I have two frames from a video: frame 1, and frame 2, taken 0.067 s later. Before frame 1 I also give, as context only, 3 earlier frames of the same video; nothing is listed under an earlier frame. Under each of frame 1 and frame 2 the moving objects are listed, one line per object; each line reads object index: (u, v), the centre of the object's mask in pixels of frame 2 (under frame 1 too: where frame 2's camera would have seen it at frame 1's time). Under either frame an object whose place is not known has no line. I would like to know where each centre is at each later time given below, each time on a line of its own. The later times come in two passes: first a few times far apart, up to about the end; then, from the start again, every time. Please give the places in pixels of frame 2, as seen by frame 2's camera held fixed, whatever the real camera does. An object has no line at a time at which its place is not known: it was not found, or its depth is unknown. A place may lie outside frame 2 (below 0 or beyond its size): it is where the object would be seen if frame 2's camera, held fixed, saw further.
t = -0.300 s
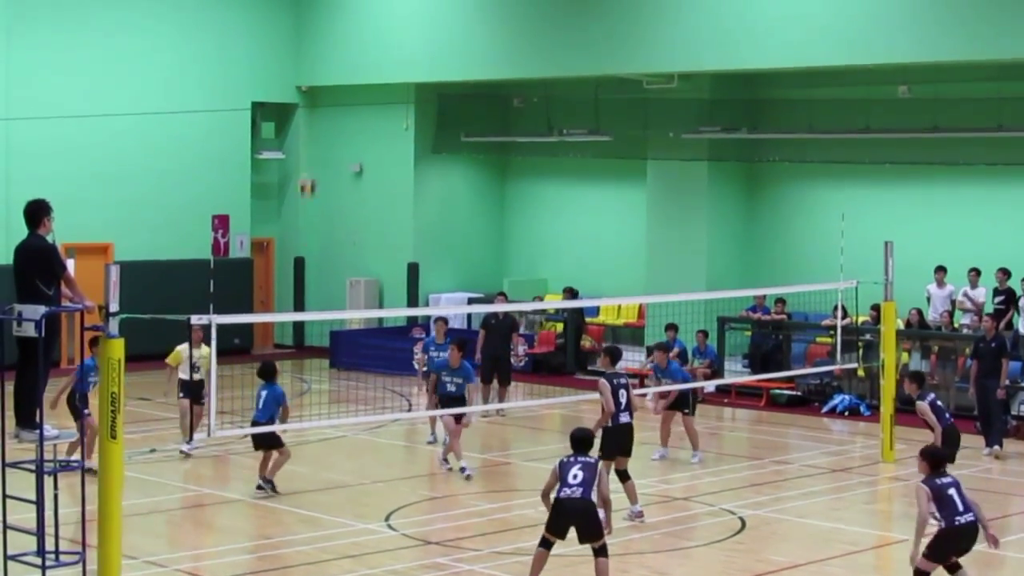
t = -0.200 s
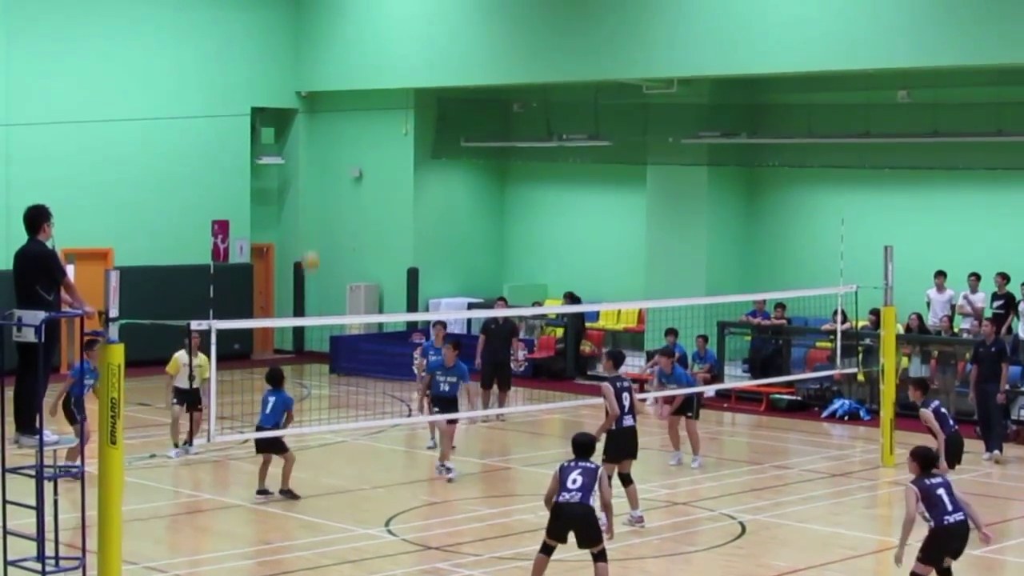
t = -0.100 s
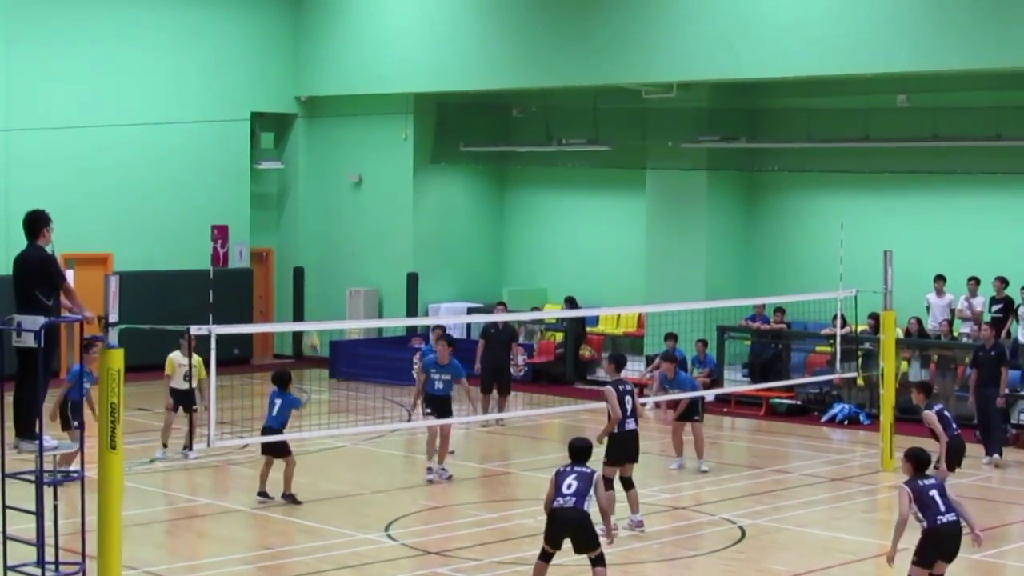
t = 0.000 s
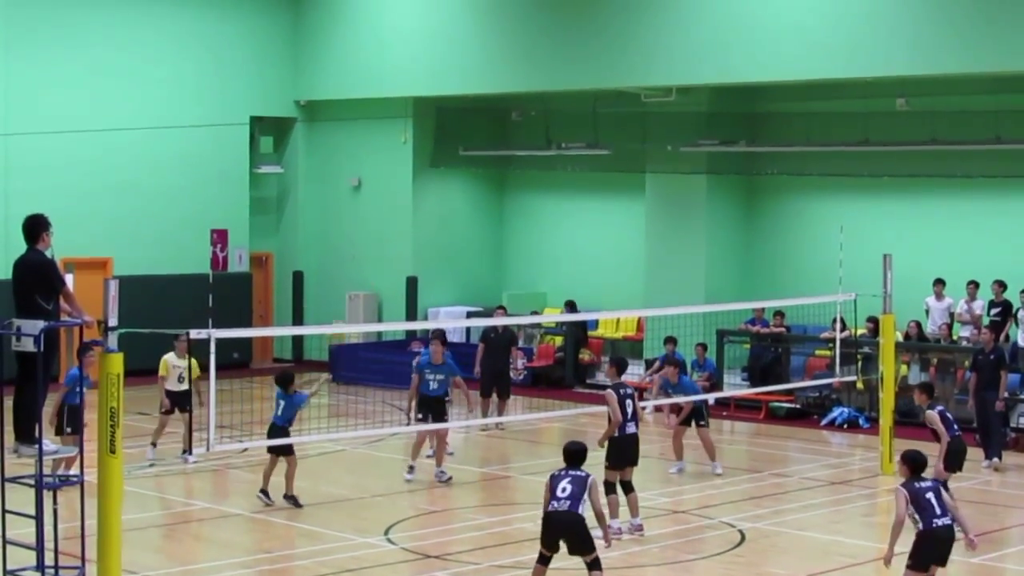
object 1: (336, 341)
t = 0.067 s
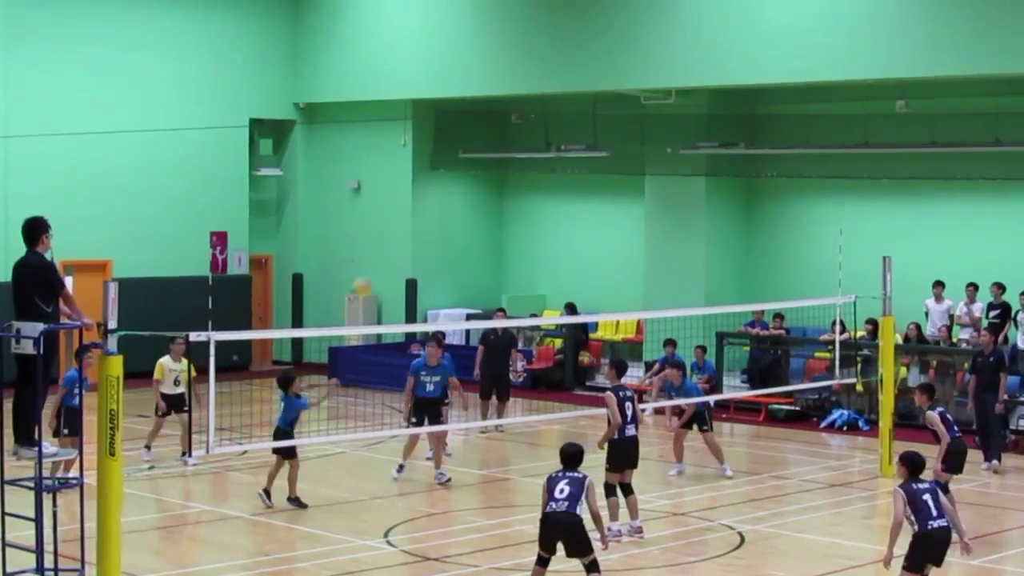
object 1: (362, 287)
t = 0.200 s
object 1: (418, 201)
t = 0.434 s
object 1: (523, 85)
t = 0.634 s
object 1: (620, 21)
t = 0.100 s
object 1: (375, 266)
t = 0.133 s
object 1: (389, 244)
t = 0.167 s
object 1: (404, 222)
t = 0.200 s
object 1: (418, 201)
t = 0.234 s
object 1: (433, 181)
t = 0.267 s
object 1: (446, 162)
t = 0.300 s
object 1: (462, 145)
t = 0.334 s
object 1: (477, 129)
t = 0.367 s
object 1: (492, 113)
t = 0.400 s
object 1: (508, 100)
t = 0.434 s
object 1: (523, 85)
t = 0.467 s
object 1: (539, 72)
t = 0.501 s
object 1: (555, 59)
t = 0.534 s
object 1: (571, 47)
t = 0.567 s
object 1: (587, 38)
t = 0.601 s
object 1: (604, 30)
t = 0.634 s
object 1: (620, 21)
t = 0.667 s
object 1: (638, 15)
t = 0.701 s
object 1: (655, 11)
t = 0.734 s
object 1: (672, 7)
